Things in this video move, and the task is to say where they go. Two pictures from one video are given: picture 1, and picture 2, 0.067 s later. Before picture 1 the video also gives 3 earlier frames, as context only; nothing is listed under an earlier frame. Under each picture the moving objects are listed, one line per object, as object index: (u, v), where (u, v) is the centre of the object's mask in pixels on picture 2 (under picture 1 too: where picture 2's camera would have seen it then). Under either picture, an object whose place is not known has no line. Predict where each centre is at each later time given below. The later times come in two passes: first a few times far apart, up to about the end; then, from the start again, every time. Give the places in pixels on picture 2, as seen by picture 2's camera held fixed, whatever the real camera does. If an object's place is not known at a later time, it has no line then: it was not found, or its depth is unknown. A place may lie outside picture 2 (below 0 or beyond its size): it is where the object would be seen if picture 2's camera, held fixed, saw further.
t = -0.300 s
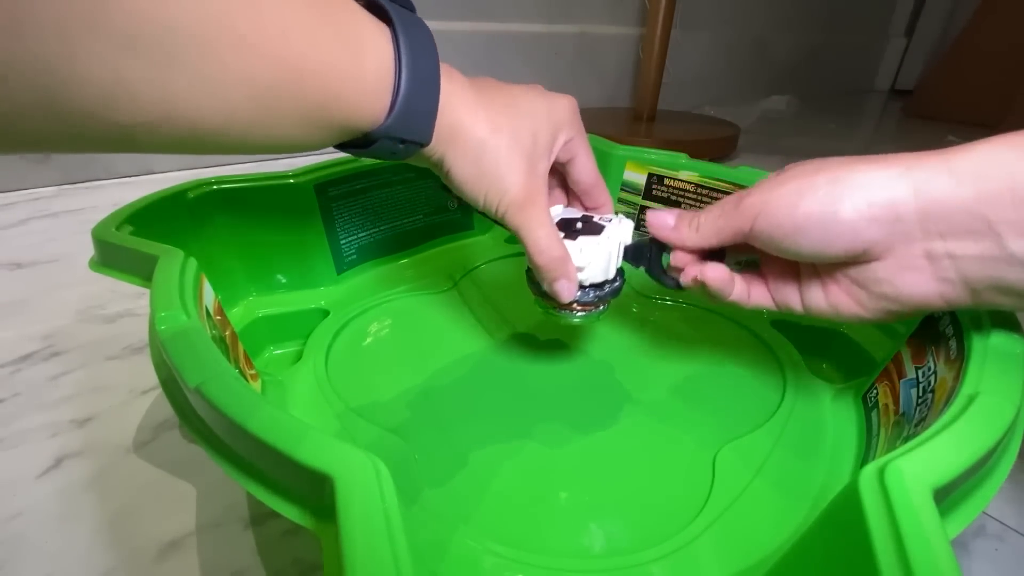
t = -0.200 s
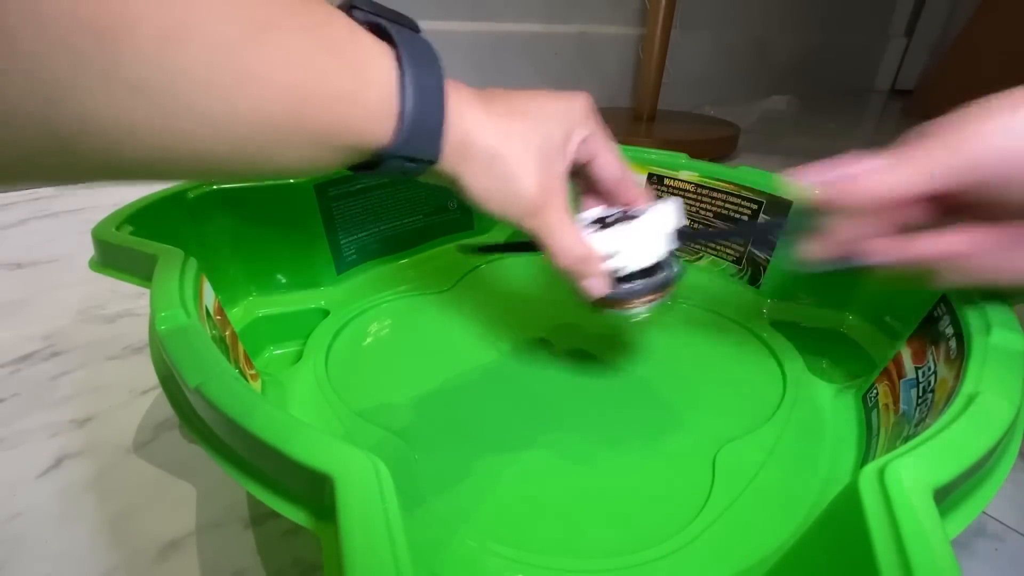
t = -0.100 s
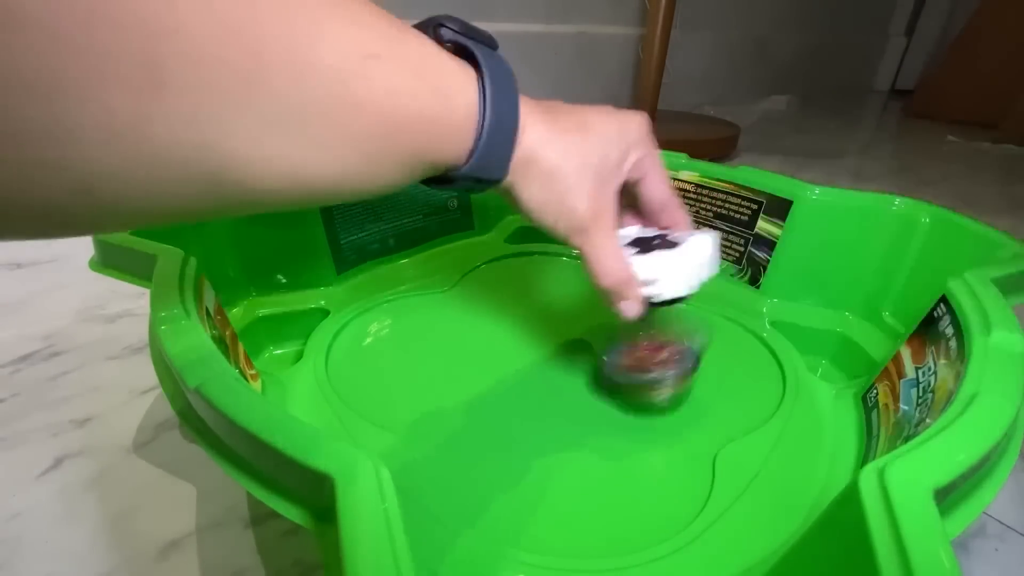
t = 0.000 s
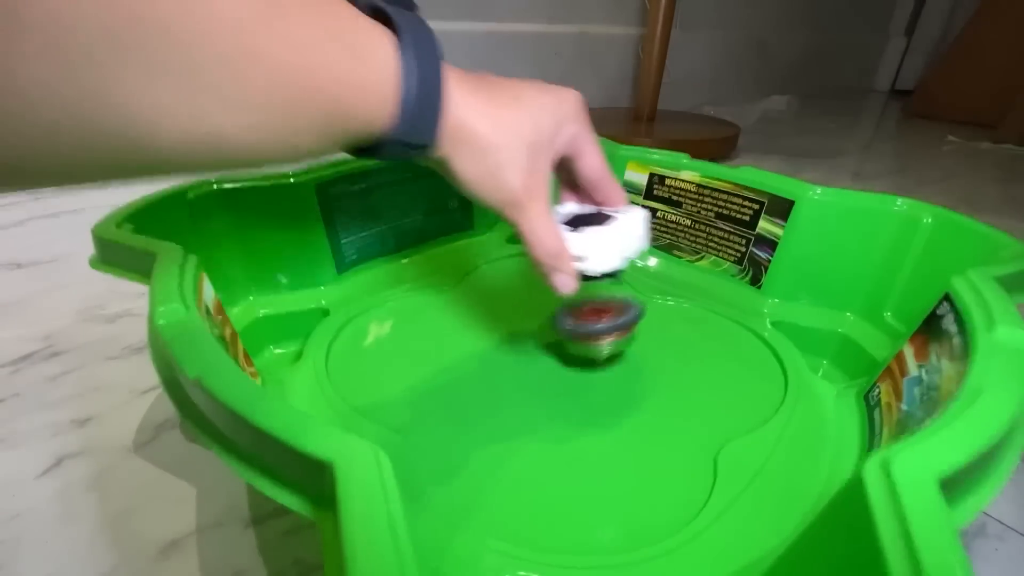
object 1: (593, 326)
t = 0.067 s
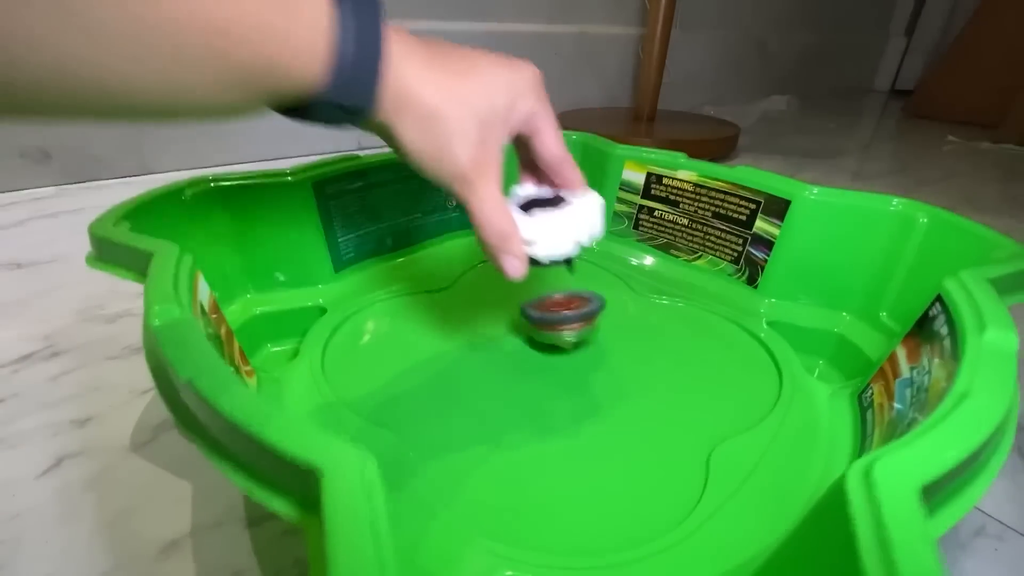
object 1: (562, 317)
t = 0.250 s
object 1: (474, 296)
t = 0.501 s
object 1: (368, 314)
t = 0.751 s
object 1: (372, 370)
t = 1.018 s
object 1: (495, 392)
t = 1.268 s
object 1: (534, 335)
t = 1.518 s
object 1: (500, 288)
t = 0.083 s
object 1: (554, 316)
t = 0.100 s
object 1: (546, 315)
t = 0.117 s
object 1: (537, 311)
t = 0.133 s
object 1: (529, 308)
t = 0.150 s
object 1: (520, 307)
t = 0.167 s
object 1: (513, 304)
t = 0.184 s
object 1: (505, 302)
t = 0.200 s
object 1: (497, 299)
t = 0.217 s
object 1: (489, 297)
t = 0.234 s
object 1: (482, 297)
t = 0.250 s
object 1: (474, 296)
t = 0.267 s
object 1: (467, 293)
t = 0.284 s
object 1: (459, 295)
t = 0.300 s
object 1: (453, 295)
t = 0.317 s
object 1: (445, 295)
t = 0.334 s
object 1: (437, 296)
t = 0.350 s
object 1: (430, 297)
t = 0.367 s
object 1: (422, 297)
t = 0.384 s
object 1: (416, 300)
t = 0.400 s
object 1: (408, 300)
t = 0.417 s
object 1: (401, 300)
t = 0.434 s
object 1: (394, 304)
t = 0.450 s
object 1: (388, 307)
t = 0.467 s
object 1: (382, 309)
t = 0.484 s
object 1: (374, 311)
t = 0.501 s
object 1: (368, 314)
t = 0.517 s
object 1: (361, 316)
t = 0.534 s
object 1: (354, 319)
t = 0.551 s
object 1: (347, 322)
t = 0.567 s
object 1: (341, 324)
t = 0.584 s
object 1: (334, 327)
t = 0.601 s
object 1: (331, 330)
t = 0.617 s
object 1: (334, 334)
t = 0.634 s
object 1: (336, 341)
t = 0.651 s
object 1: (340, 343)
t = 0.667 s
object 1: (344, 348)
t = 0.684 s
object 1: (348, 354)
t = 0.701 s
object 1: (353, 358)
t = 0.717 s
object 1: (359, 363)
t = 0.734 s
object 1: (364, 366)
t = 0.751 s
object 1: (372, 370)
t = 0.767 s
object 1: (378, 373)
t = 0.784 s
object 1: (387, 377)
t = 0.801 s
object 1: (394, 380)
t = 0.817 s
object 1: (403, 382)
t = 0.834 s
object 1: (411, 385)
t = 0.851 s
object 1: (420, 387)
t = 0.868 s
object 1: (428, 389)
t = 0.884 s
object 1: (436, 391)
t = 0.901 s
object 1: (444, 393)
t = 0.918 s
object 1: (453, 393)
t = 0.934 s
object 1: (461, 395)
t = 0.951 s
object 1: (468, 395)
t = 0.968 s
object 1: (475, 395)
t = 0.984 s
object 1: (482, 395)
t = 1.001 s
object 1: (489, 393)
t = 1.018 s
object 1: (495, 392)
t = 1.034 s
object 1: (501, 390)
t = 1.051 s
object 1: (507, 388)
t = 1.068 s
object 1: (512, 385)
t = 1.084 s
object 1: (516, 383)
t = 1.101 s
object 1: (520, 380)
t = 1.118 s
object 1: (524, 376)
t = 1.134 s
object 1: (527, 371)
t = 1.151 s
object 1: (529, 368)
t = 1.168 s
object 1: (531, 363)
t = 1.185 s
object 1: (533, 359)
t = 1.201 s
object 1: (534, 354)
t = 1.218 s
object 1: (534, 350)
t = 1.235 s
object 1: (535, 345)
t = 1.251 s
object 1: (534, 340)
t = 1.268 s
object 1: (534, 335)
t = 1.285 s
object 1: (533, 330)
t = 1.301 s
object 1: (532, 326)
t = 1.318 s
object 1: (530, 321)
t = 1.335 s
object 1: (529, 317)
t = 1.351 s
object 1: (527, 313)
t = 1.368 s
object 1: (524, 310)
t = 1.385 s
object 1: (522, 306)
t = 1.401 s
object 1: (520, 303)
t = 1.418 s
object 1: (517, 300)
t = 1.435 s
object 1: (515, 298)
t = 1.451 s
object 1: (512, 296)
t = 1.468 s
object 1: (509, 294)
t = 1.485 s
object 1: (506, 292)
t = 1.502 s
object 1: (503, 290)
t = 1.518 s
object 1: (500, 288)
